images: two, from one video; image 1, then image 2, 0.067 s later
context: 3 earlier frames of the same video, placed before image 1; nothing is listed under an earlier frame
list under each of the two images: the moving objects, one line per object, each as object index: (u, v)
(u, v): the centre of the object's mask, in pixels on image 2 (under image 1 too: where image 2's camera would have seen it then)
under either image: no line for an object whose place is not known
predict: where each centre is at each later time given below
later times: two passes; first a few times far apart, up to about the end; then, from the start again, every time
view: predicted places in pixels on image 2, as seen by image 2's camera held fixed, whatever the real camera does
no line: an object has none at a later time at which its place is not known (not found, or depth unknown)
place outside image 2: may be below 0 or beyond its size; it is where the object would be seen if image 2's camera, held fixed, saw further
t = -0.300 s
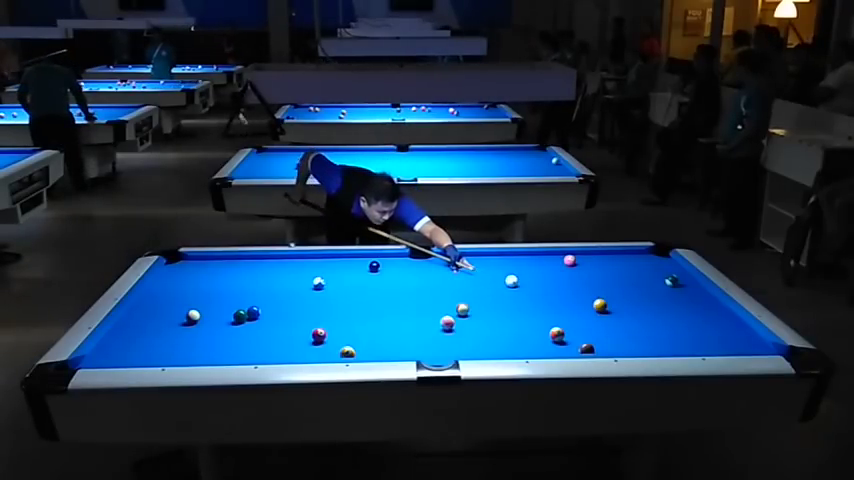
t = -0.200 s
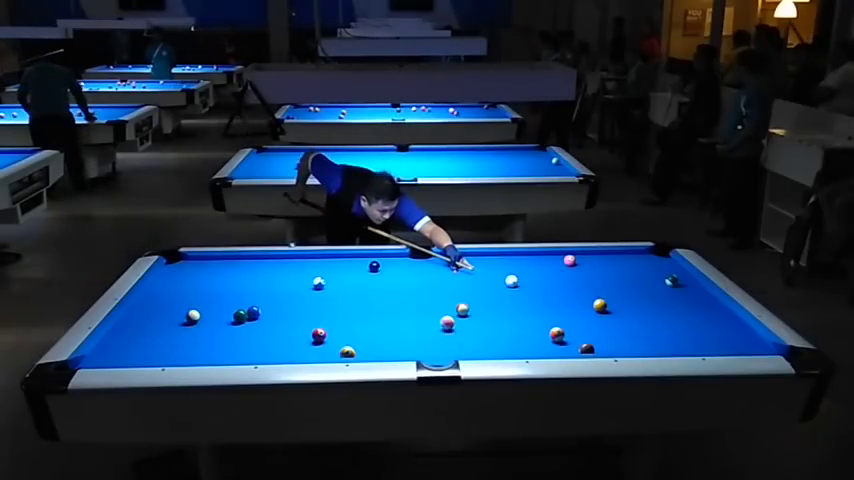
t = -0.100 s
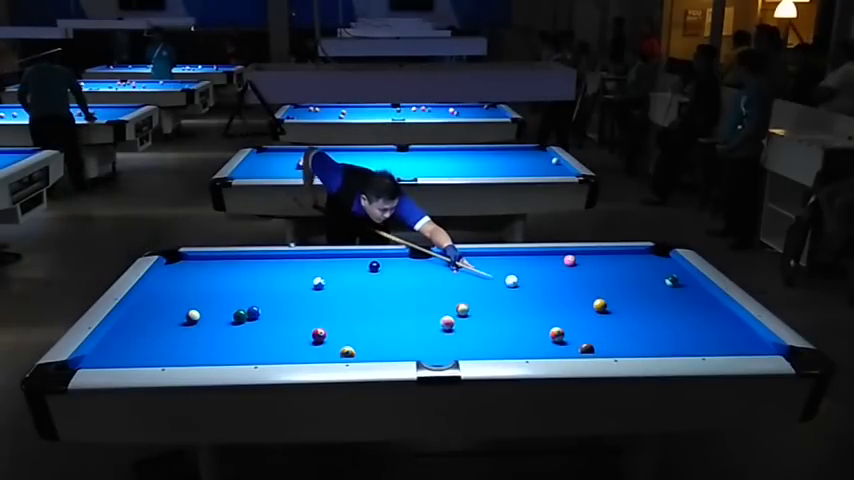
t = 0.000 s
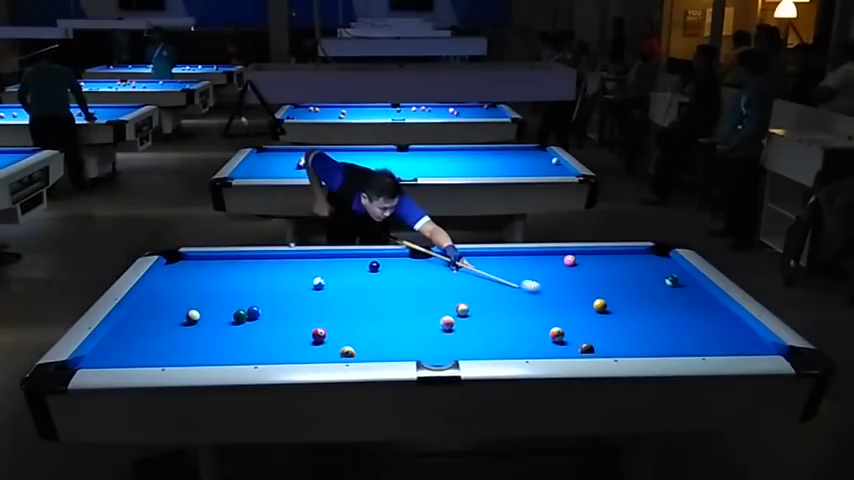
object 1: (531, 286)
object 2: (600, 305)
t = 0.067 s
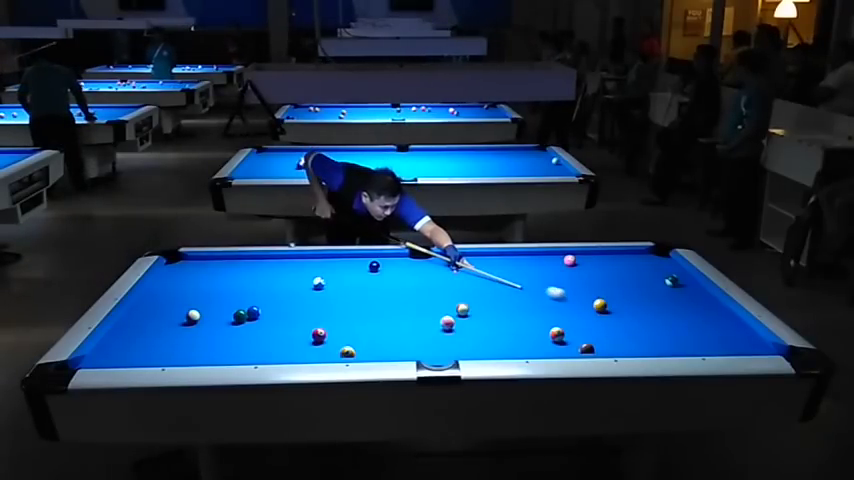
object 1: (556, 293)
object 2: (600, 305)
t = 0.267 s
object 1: (584, 303)
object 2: (642, 315)
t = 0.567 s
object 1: (568, 300)
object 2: (743, 340)
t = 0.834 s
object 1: (555, 299)
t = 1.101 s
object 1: (543, 297)
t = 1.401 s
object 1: (531, 295)
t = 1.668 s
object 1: (522, 294)
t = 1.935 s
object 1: (514, 293)
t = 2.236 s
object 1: (507, 292)
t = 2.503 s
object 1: (502, 291)
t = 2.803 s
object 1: (498, 290)
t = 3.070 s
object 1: (495, 290)
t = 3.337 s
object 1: (494, 290)
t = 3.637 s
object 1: (494, 290)
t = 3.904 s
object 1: (494, 290)
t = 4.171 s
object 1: (494, 290)
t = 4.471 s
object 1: (494, 289)
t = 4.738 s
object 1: (494, 289)
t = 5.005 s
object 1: (494, 289)
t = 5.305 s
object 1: (494, 289)
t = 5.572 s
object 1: (494, 289)
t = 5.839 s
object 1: (494, 289)
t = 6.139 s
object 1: (494, 290)
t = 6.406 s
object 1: (494, 289)
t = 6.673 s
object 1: (494, 289)
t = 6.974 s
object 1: (494, 290)
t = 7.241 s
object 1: (494, 290)
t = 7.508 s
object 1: (494, 290)
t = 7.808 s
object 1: (494, 290)
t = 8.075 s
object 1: (494, 290)
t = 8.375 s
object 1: (494, 290)
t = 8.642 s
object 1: (494, 290)
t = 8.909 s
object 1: (494, 290)
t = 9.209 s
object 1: (494, 290)
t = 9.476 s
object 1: (494, 290)
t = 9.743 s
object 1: (494, 289)
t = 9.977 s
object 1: (494, 289)
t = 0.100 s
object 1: (568, 296)
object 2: (600, 305)
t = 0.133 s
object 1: (580, 300)
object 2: (600, 305)
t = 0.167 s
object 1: (588, 302)
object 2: (604, 306)
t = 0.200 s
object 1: (587, 302)
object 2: (617, 309)
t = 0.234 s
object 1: (586, 303)
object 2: (629, 312)
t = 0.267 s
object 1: (584, 303)
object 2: (642, 315)
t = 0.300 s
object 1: (583, 302)
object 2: (654, 319)
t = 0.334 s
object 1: (581, 302)
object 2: (665, 322)
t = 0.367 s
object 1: (579, 302)
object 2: (677, 324)
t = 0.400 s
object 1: (577, 301)
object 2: (688, 327)
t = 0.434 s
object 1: (575, 301)
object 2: (698, 329)
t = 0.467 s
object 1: (574, 301)
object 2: (710, 332)
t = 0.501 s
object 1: (571, 301)
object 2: (720, 335)
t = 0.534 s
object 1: (570, 300)
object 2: (732, 338)
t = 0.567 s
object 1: (568, 300)
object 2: (743, 340)
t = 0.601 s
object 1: (566, 300)
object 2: (754, 343)
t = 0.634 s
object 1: (565, 299)
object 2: (765, 345)
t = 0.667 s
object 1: (563, 299)
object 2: (776, 349)
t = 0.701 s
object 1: (561, 299)
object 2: (784, 352)
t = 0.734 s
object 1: (560, 299)
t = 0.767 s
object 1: (558, 299)
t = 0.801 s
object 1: (557, 299)
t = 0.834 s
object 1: (555, 299)
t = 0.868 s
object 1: (553, 298)
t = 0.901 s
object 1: (552, 298)
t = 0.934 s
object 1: (550, 298)
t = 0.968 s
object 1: (549, 297)
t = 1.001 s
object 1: (547, 297)
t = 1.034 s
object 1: (546, 297)
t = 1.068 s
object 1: (544, 297)
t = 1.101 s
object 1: (543, 297)
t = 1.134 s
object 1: (542, 297)
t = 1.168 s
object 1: (540, 296)
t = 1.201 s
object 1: (539, 296)
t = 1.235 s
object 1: (537, 296)
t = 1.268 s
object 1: (536, 296)
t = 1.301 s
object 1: (535, 296)
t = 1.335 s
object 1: (534, 295)
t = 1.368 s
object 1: (532, 295)
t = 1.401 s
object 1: (531, 295)
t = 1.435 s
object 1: (530, 295)
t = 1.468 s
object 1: (529, 295)
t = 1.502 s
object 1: (528, 295)
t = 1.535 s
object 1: (526, 294)
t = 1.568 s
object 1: (525, 294)
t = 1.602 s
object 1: (524, 294)
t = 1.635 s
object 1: (523, 294)
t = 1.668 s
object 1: (522, 294)
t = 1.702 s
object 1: (521, 294)
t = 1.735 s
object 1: (520, 294)
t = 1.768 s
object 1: (519, 293)
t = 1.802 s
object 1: (518, 293)
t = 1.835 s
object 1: (517, 293)
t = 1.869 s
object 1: (516, 293)
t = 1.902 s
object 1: (515, 293)
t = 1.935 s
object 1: (514, 293)
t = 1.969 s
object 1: (513, 292)
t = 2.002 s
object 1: (513, 292)
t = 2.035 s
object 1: (512, 292)
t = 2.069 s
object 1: (511, 292)
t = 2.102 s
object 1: (510, 292)
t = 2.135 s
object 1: (509, 292)
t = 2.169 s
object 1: (509, 292)
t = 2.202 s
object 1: (508, 292)
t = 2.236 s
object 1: (507, 292)
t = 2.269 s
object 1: (507, 292)
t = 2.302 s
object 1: (506, 292)
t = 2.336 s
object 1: (505, 291)
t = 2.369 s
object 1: (504, 291)
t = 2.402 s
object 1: (504, 291)
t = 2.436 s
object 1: (503, 291)
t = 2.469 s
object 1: (503, 291)
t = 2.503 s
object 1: (502, 291)
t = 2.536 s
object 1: (502, 291)
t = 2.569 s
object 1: (501, 291)
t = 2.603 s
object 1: (500, 291)
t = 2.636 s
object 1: (500, 291)
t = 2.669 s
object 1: (499, 291)
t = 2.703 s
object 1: (499, 291)
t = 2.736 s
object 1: (499, 291)
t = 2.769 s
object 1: (498, 291)
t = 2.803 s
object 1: (498, 290)
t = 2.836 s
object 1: (497, 290)
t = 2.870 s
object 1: (497, 290)
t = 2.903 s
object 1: (497, 290)
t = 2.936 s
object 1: (496, 290)
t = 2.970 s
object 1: (496, 290)
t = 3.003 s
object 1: (496, 290)
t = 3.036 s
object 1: (495, 290)
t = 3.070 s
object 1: (495, 290)
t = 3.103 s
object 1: (495, 290)
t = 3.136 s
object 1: (495, 290)
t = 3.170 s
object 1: (495, 290)
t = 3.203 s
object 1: (495, 290)
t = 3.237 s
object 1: (494, 290)
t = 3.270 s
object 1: (494, 290)
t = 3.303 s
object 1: (494, 290)
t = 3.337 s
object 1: (494, 290)
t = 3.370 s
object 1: (494, 289)
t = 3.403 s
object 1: (494, 290)
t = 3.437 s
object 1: (494, 289)
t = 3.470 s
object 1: (494, 289)
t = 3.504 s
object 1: (494, 289)
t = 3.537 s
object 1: (494, 290)
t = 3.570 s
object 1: (494, 290)
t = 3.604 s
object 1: (494, 290)
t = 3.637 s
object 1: (494, 290)
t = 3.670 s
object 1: (494, 290)
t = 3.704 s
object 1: (494, 289)
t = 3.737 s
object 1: (494, 290)
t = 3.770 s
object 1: (494, 290)
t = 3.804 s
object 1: (494, 289)
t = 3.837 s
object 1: (494, 289)
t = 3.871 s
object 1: (494, 290)
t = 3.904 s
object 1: (494, 290)
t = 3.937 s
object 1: (494, 290)
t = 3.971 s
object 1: (494, 290)
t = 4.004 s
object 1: (494, 290)
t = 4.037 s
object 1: (494, 290)
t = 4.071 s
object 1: (494, 290)
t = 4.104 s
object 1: (494, 290)
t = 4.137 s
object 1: (494, 290)
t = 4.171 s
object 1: (494, 290)
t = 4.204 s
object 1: (494, 289)
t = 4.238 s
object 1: (494, 290)
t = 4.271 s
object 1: (494, 289)
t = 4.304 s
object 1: (494, 289)
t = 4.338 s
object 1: (494, 290)
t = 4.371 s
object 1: (494, 290)
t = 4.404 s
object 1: (494, 290)
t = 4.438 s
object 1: (494, 290)
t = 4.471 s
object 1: (494, 289)
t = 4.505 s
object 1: (494, 289)
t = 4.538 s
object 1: (494, 290)
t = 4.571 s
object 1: (494, 290)
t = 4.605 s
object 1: (494, 289)
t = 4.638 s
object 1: (494, 290)
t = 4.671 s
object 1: (494, 289)
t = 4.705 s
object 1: (494, 289)
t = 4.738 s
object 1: (494, 289)
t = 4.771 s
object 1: (494, 290)
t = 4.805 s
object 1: (494, 290)
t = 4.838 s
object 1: (494, 290)
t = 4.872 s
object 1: (494, 289)
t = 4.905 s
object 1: (494, 290)
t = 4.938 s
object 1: (494, 289)
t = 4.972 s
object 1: (494, 289)
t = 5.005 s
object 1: (494, 289)
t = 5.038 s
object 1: (494, 289)
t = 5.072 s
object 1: (494, 289)
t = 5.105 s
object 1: (494, 290)
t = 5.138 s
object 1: (494, 289)
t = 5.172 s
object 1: (494, 289)
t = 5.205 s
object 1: (494, 290)
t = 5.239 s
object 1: (494, 289)
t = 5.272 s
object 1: (494, 289)
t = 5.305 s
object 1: (494, 289)
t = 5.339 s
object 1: (494, 289)
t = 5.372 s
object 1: (494, 289)
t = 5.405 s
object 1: (494, 289)
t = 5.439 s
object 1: (494, 289)
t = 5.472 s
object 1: (494, 289)
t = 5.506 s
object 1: (494, 289)
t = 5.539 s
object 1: (494, 289)
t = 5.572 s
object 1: (494, 289)
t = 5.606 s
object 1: (494, 290)
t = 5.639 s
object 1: (494, 290)
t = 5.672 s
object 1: (494, 289)
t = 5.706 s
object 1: (494, 290)
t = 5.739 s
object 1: (494, 290)
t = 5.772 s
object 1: (494, 289)
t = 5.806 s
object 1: (494, 290)
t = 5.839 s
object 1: (494, 289)
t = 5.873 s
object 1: (494, 290)
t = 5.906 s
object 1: (494, 290)
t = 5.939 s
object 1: (494, 290)
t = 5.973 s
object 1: (494, 290)
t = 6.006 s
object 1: (494, 290)
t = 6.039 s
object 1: (494, 290)
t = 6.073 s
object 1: (494, 290)
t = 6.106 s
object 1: (494, 290)
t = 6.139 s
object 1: (494, 290)
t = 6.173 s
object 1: (494, 290)
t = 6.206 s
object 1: (494, 290)
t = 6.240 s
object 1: (494, 290)
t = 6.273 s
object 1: (494, 290)
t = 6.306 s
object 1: (494, 290)
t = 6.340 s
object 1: (494, 289)
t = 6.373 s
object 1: (494, 289)
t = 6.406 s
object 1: (494, 289)
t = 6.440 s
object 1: (494, 289)
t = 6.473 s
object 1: (494, 289)
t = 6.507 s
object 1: (494, 289)
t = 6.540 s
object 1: (494, 289)
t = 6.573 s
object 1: (494, 289)
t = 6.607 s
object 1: (494, 289)
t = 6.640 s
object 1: (494, 289)
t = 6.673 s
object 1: (494, 289)
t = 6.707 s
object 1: (494, 290)
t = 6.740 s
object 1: (494, 290)
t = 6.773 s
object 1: (494, 290)
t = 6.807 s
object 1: (494, 290)
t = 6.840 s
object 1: (494, 289)
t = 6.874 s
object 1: (494, 290)
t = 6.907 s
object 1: (494, 289)
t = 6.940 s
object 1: (494, 290)
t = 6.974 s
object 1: (494, 290)
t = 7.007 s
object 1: (494, 289)
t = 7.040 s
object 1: (494, 290)
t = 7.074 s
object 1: (494, 289)
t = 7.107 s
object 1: (494, 290)
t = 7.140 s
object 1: (494, 290)
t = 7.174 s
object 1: (494, 290)
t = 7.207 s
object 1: (494, 290)
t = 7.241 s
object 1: (494, 290)
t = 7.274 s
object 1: (494, 290)
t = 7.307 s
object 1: (494, 290)
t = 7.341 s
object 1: (494, 290)
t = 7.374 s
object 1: (494, 289)
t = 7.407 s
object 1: (494, 289)
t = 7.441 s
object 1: (494, 290)
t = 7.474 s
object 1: (494, 290)
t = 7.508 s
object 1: (494, 290)
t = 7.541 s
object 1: (494, 290)
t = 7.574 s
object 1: (494, 290)
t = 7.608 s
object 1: (494, 290)
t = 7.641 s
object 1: (494, 290)
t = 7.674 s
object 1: (494, 290)
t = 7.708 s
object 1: (494, 290)
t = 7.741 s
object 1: (494, 290)
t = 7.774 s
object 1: (494, 290)
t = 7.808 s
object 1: (494, 290)
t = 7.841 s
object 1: (494, 290)
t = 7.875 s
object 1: (494, 290)
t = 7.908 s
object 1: (494, 290)
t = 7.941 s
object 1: (494, 290)
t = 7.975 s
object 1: (494, 290)
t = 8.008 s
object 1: (494, 290)
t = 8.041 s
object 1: (494, 290)
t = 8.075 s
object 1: (494, 290)
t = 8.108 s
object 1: (494, 290)
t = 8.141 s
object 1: (494, 290)
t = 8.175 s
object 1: (494, 290)
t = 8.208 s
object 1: (494, 290)
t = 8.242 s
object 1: (494, 290)
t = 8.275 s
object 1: (494, 290)
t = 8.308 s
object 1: (494, 290)
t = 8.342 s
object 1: (494, 290)
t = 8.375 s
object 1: (494, 290)
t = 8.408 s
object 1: (494, 290)
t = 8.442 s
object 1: (494, 290)
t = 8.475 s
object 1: (494, 290)
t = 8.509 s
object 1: (494, 290)
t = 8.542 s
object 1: (494, 290)
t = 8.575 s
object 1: (494, 290)
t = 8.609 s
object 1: (494, 290)
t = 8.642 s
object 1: (494, 290)
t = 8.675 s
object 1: (494, 290)
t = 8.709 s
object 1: (494, 290)
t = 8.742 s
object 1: (494, 290)
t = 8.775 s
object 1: (494, 290)
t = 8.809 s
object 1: (494, 290)
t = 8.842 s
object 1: (494, 290)
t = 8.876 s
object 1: (494, 290)
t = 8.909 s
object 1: (494, 290)
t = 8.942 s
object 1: (494, 290)
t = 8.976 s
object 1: (494, 290)
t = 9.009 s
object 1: (494, 290)
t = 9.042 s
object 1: (494, 290)
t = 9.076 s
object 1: (494, 290)
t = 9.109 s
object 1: (494, 290)
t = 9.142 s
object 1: (494, 290)
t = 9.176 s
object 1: (494, 290)
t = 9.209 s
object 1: (494, 290)
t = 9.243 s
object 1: (494, 290)
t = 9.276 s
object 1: (494, 290)
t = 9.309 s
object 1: (494, 290)
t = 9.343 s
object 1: (494, 290)
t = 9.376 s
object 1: (494, 290)
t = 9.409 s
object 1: (494, 290)
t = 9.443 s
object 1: (494, 290)
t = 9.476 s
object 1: (494, 290)
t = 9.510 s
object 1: (494, 290)
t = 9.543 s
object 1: (494, 290)
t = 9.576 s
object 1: (494, 290)
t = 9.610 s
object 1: (494, 289)
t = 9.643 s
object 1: (494, 289)
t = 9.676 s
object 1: (494, 289)
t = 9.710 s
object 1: (494, 290)
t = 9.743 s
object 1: (494, 289)
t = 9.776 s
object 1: (494, 289)
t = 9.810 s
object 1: (494, 289)
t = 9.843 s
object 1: (494, 289)
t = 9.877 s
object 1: (494, 289)
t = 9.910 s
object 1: (494, 290)
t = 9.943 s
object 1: (494, 289)
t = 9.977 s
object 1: (494, 289)
